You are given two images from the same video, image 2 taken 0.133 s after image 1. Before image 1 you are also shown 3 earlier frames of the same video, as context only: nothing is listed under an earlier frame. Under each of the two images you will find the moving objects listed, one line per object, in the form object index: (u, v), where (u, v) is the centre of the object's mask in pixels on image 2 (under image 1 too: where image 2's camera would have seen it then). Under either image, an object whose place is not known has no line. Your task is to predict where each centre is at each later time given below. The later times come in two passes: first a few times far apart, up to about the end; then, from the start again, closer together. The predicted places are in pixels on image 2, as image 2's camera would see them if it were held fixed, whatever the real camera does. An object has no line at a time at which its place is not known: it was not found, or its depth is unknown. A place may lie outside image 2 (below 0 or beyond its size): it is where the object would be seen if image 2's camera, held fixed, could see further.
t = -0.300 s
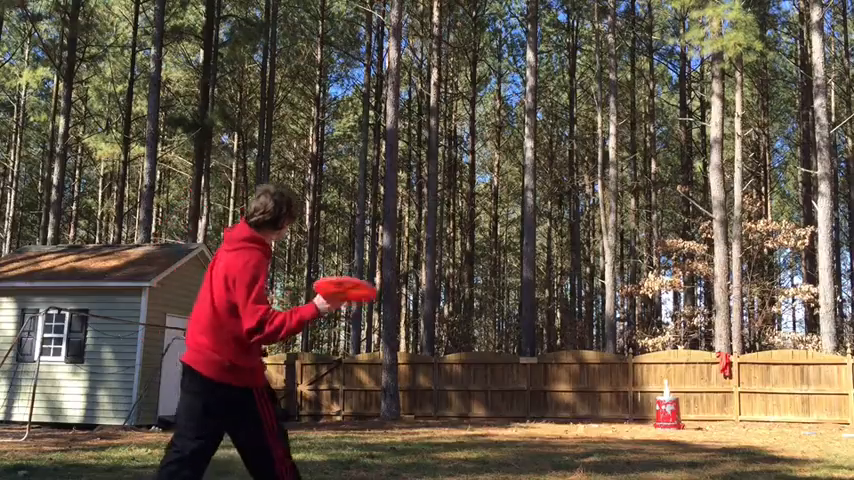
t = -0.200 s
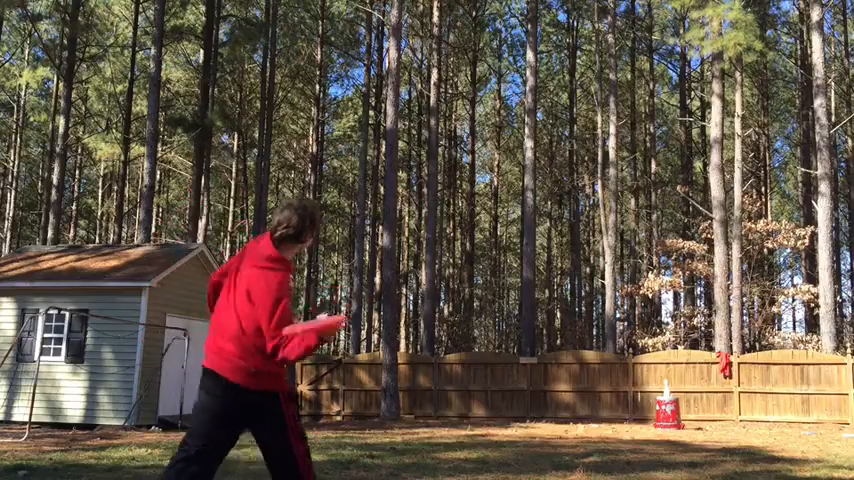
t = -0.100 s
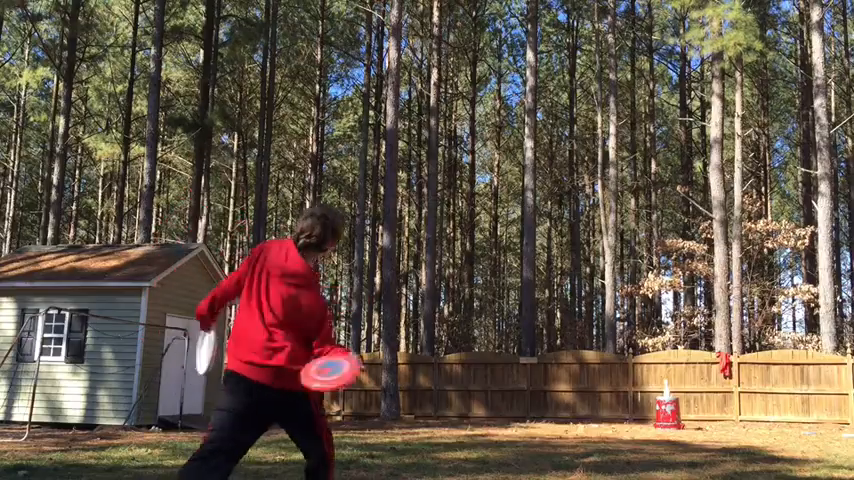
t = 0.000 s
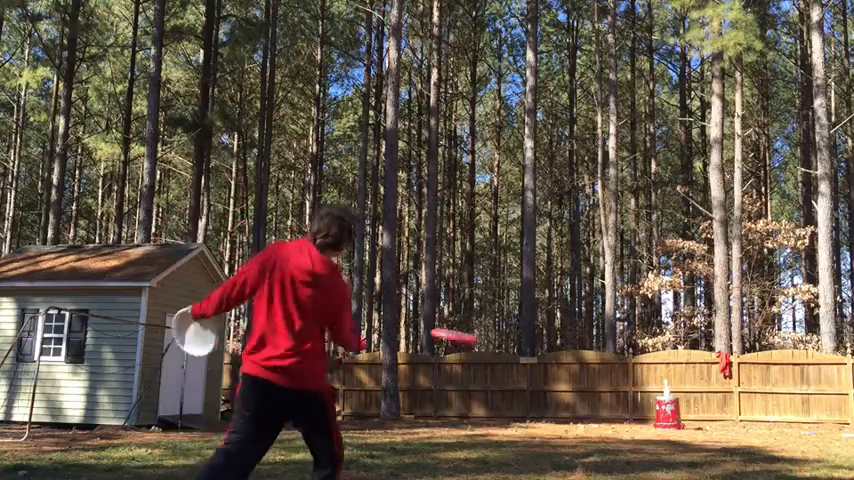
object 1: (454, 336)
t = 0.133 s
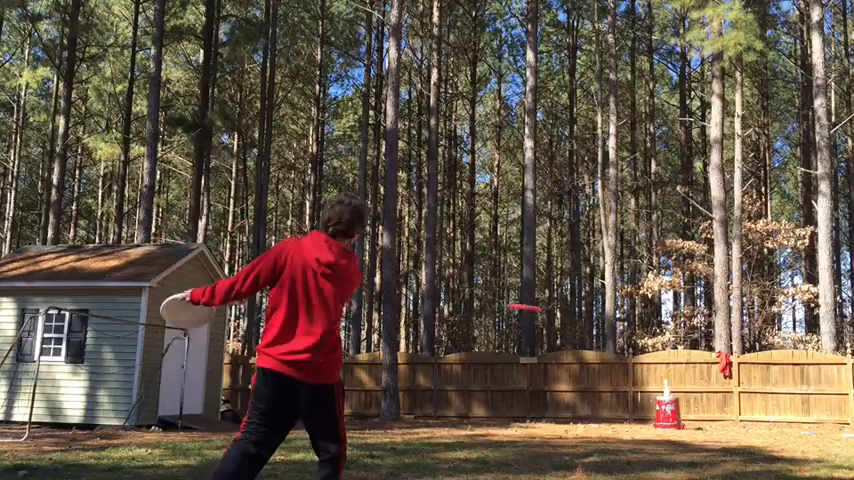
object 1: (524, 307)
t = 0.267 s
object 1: (562, 309)
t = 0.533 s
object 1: (605, 329)
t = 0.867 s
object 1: (636, 349)
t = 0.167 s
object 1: (534, 306)
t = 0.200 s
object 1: (544, 307)
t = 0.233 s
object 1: (553, 308)
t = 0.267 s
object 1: (562, 309)
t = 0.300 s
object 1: (567, 311)
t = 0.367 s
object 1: (581, 317)
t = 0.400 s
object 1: (586, 319)
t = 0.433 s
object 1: (594, 323)
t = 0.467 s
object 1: (596, 325)
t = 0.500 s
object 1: (601, 327)
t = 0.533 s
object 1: (605, 329)
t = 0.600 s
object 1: (613, 333)
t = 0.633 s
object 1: (616, 335)
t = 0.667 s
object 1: (619, 337)
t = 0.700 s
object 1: (623, 338)
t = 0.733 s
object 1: (625, 340)
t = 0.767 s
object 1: (628, 342)
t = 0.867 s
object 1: (636, 349)
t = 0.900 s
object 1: (638, 352)
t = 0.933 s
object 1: (638, 354)
